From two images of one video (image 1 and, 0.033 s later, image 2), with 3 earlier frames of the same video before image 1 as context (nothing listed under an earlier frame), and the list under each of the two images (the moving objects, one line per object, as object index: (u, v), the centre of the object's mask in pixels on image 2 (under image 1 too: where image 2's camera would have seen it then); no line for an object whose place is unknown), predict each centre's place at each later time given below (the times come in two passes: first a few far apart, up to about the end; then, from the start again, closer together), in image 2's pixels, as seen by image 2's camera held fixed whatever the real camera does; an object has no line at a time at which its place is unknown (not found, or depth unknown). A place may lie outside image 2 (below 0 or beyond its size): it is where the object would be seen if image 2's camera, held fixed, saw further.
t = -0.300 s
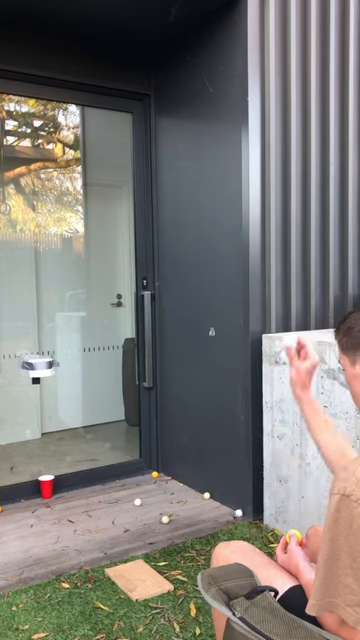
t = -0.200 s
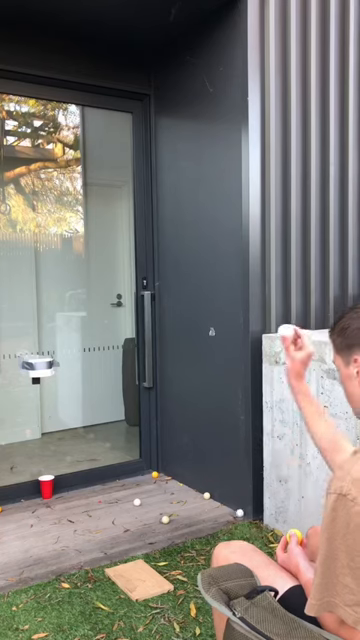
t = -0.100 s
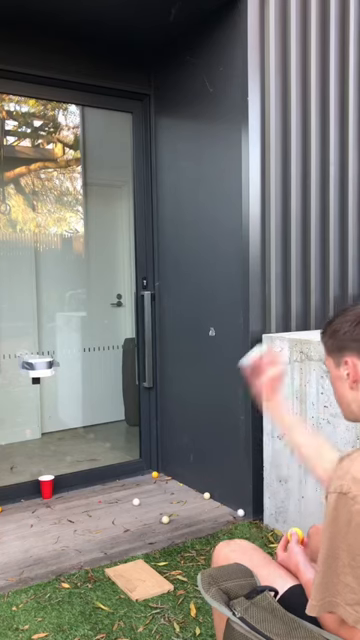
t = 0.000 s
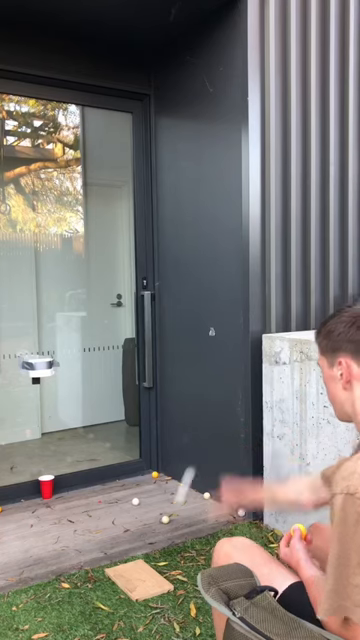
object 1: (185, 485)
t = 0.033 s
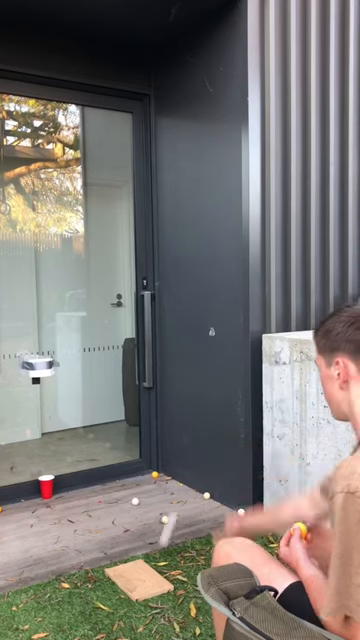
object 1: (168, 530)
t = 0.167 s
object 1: (128, 471)
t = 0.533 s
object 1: (59, 297)
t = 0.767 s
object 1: (32, 346)
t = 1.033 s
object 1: (38, 354)
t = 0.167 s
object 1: (128, 471)
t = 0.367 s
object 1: (85, 329)
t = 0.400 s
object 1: (80, 318)
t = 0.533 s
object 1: (59, 297)
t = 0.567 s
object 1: (55, 299)
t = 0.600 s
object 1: (50, 302)
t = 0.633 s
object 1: (46, 308)
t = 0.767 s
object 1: (32, 346)
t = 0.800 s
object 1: (30, 353)
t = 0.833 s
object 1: (32, 352)
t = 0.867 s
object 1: (33, 350)
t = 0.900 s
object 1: (35, 350)
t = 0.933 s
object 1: (36, 351)
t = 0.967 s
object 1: (38, 354)
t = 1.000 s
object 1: (38, 354)
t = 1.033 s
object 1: (38, 354)
